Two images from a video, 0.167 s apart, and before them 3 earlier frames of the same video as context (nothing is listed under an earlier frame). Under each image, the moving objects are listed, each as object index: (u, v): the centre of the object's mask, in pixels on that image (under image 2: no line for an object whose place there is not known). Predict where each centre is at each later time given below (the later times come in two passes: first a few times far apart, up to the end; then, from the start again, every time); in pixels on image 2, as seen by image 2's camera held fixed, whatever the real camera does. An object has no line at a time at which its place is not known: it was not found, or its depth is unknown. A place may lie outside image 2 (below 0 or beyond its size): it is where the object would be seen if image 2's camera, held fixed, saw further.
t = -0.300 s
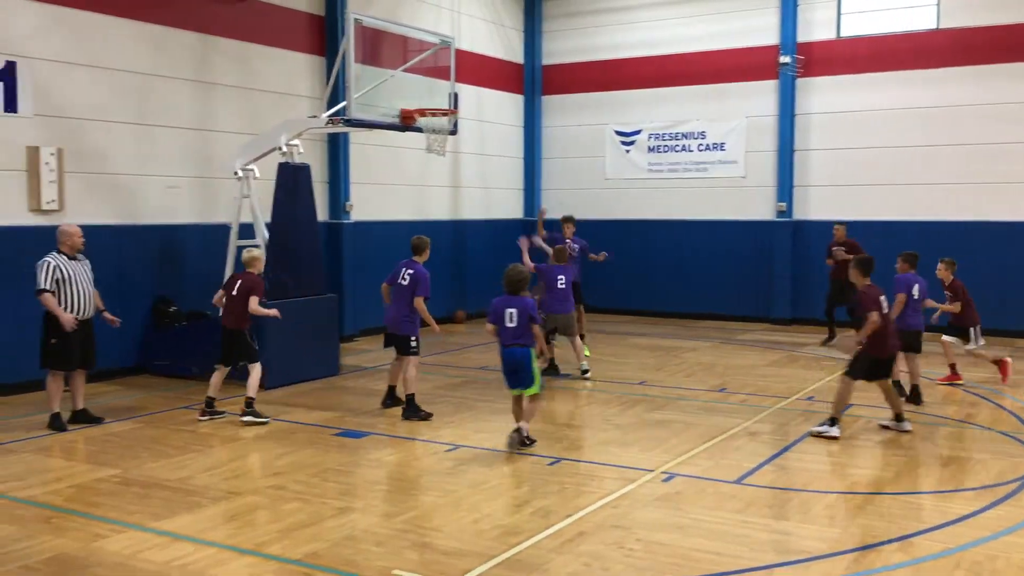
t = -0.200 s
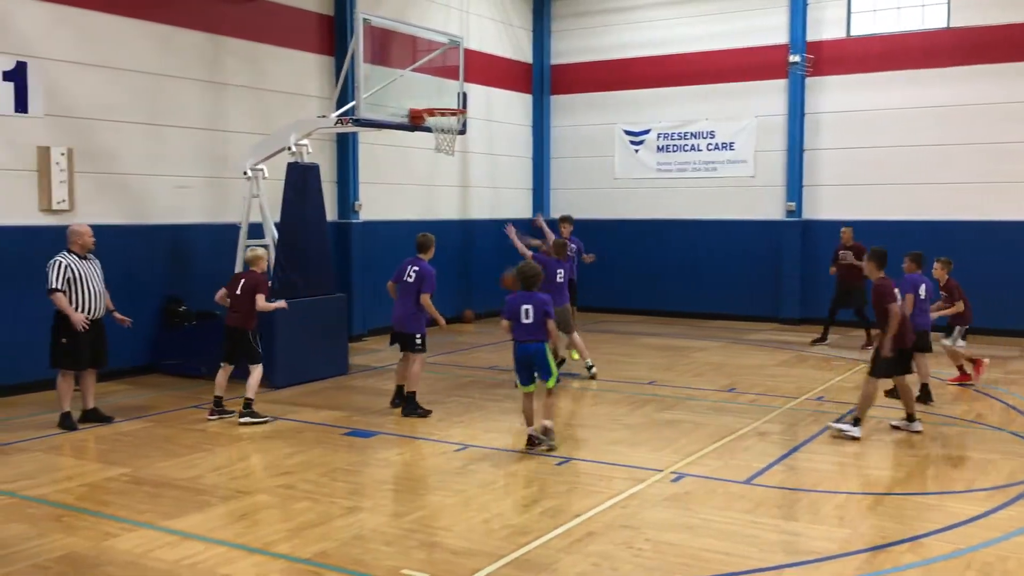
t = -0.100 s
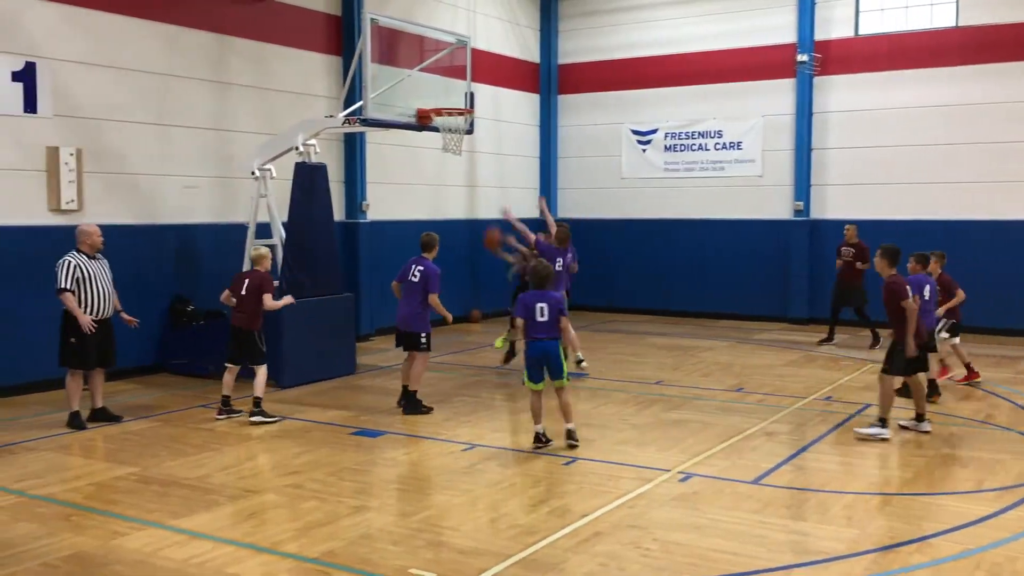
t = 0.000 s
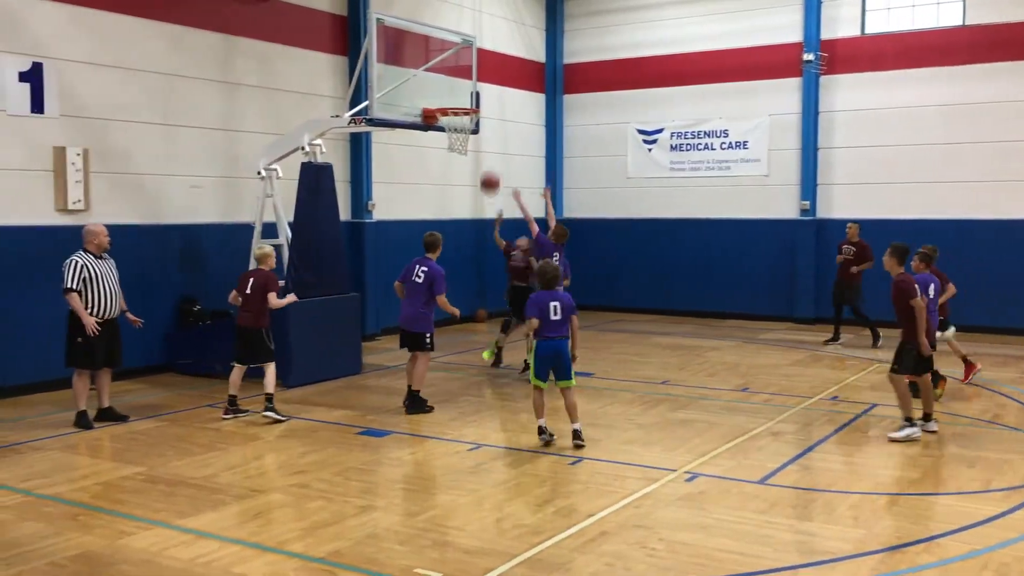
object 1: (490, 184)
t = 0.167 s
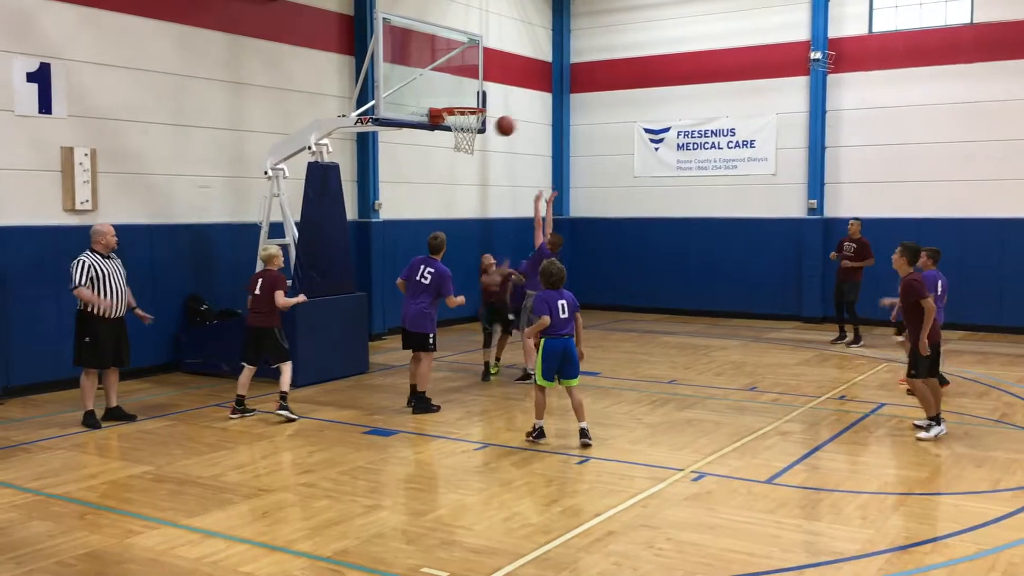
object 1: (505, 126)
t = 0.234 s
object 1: (519, 122)
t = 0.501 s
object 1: (572, 142)
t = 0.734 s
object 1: (616, 204)
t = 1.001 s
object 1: (664, 318)
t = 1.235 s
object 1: (674, 294)
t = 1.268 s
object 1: (674, 285)
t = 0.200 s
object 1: (512, 123)
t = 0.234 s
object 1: (519, 122)
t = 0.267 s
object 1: (526, 121)
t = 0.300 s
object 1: (533, 122)
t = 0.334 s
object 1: (539, 123)
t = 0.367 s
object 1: (546, 125)
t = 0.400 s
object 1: (553, 128)
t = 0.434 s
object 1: (559, 131)
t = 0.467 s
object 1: (566, 137)
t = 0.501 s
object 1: (572, 142)
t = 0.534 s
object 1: (579, 149)
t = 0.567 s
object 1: (585, 156)
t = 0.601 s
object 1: (591, 164)
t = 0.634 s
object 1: (597, 173)
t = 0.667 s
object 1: (603, 182)
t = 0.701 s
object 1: (609, 193)
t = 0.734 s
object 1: (616, 204)
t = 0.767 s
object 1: (622, 216)
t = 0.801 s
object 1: (629, 229)
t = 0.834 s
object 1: (635, 241)
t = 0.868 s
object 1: (641, 256)
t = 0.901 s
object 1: (647, 270)
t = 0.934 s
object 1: (653, 286)
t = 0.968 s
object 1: (659, 302)
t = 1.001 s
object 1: (664, 318)
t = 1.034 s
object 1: (670, 338)
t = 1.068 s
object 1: (675, 352)
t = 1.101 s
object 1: (675, 341)
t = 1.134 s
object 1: (675, 329)
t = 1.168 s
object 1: (675, 317)
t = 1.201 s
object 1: (675, 305)
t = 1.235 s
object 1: (674, 294)
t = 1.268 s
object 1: (674, 285)
